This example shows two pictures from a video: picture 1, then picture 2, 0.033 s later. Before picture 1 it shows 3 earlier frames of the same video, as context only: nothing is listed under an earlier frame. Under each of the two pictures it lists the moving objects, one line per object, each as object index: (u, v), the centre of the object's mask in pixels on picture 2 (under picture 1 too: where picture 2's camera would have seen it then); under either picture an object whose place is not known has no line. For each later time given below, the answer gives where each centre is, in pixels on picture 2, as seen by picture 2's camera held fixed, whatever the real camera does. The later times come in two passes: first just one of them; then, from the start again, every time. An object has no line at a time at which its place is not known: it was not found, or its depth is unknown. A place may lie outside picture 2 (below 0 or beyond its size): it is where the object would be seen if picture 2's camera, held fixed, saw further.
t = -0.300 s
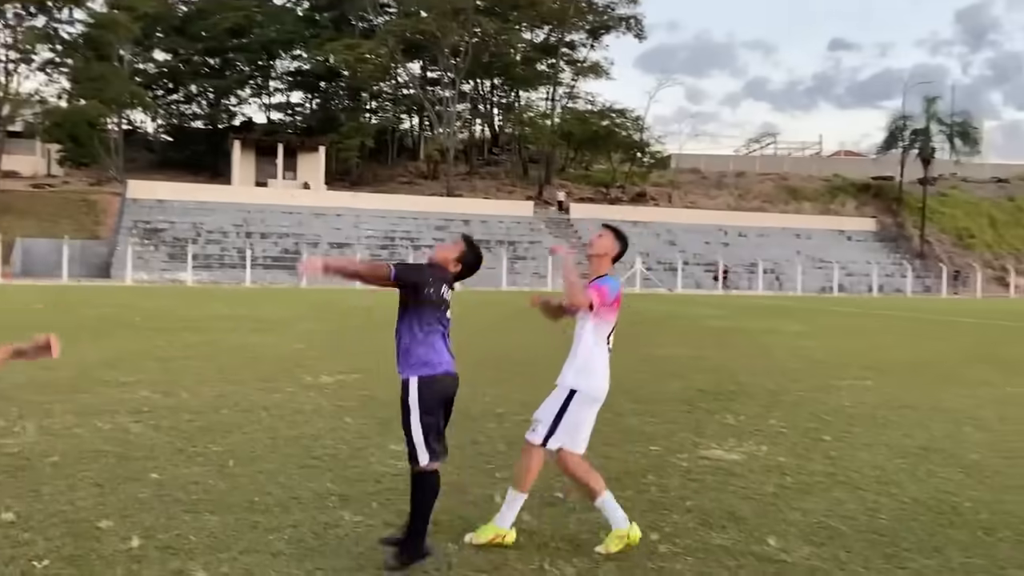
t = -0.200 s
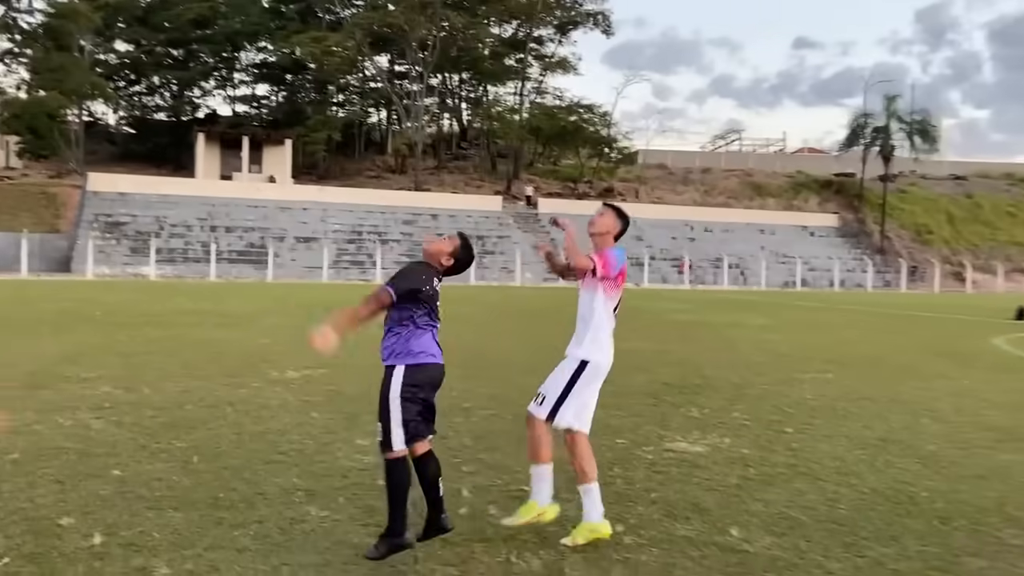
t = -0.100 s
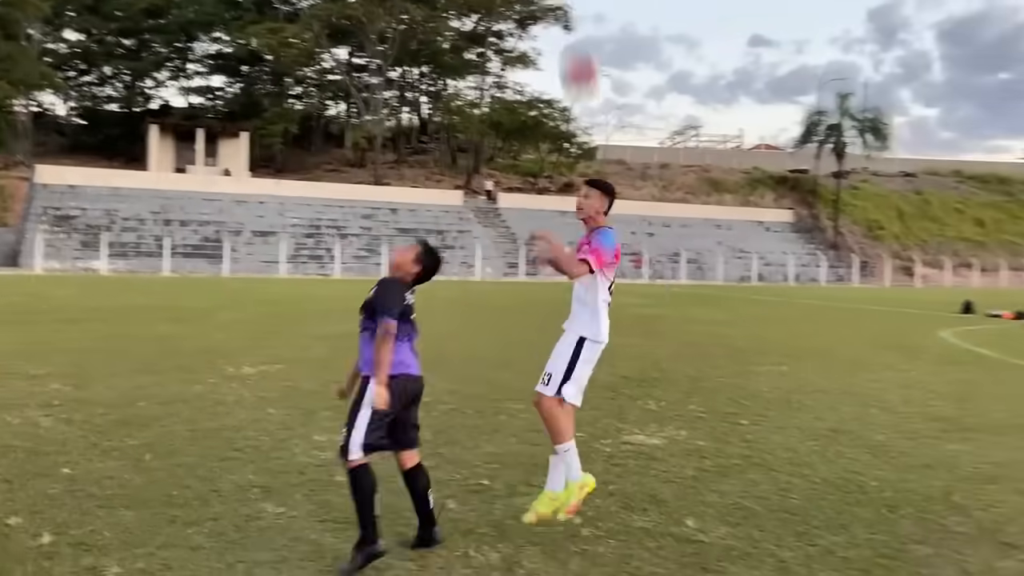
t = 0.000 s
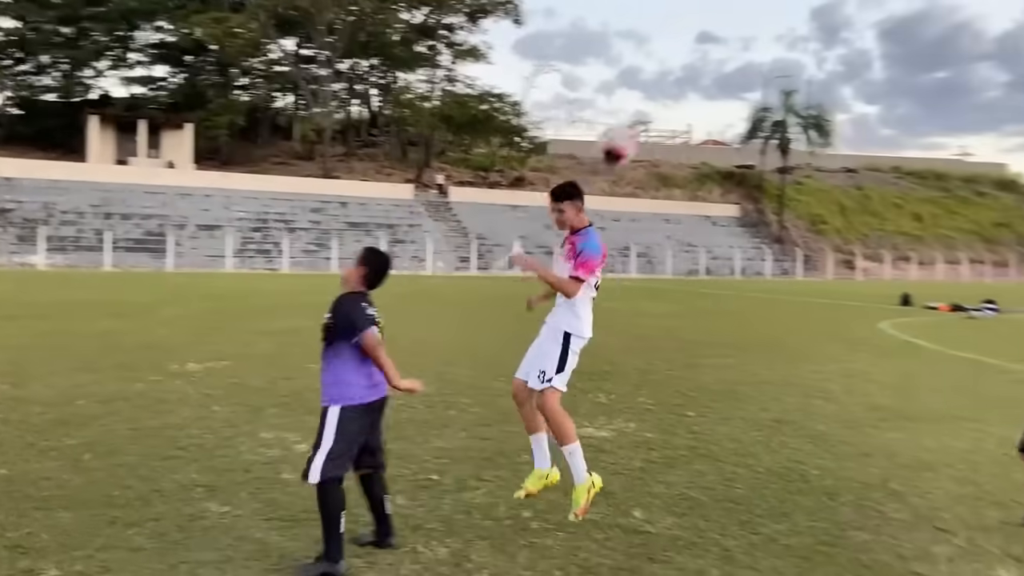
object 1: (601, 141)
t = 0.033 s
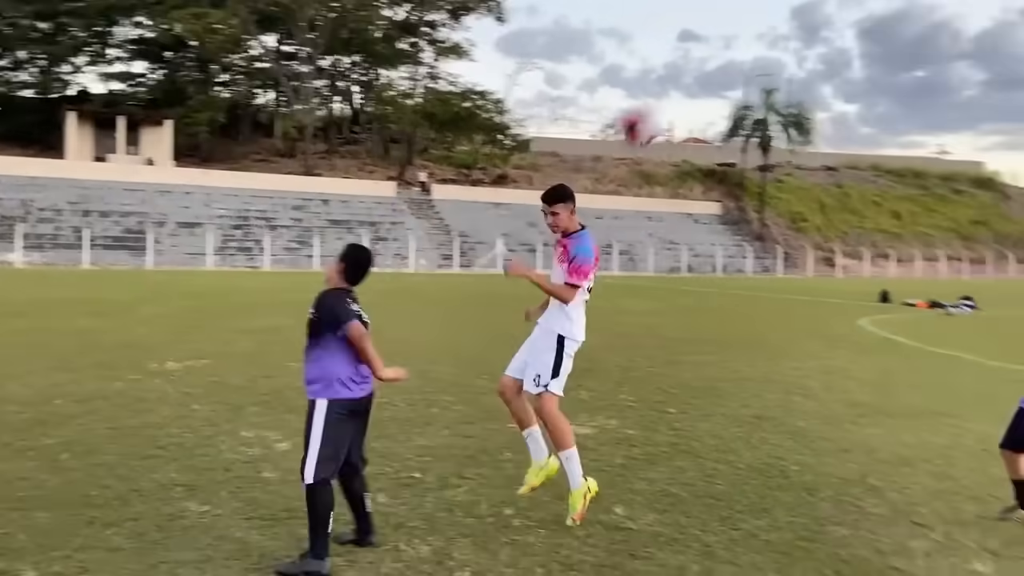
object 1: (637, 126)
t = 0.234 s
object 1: (890, 64)
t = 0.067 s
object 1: (679, 110)
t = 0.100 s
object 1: (717, 99)
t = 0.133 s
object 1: (762, 85)
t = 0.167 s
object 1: (802, 76)
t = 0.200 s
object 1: (844, 68)
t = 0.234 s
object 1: (890, 64)
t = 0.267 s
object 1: (930, 62)
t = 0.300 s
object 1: (973, 64)
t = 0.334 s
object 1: (1016, 66)
